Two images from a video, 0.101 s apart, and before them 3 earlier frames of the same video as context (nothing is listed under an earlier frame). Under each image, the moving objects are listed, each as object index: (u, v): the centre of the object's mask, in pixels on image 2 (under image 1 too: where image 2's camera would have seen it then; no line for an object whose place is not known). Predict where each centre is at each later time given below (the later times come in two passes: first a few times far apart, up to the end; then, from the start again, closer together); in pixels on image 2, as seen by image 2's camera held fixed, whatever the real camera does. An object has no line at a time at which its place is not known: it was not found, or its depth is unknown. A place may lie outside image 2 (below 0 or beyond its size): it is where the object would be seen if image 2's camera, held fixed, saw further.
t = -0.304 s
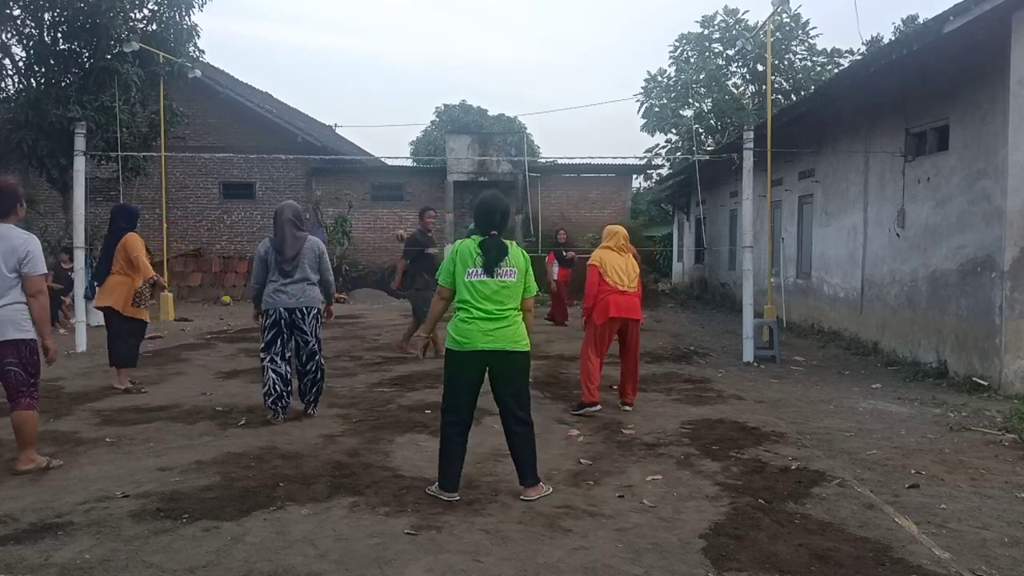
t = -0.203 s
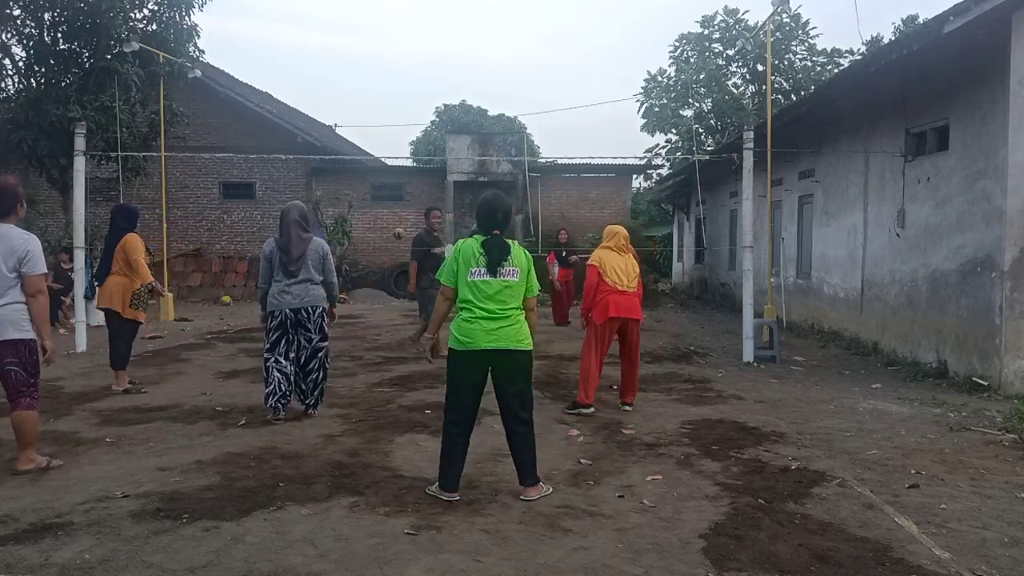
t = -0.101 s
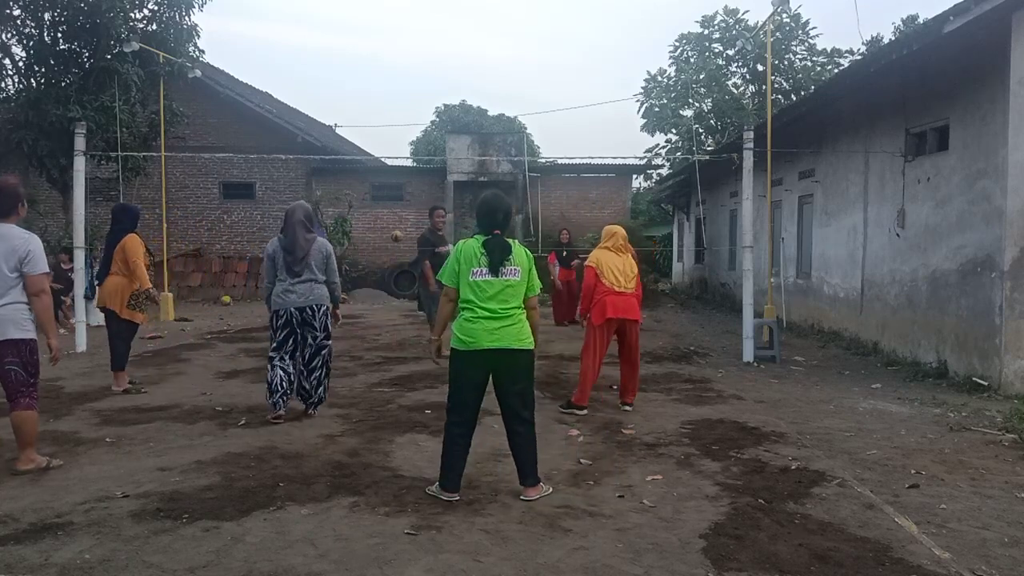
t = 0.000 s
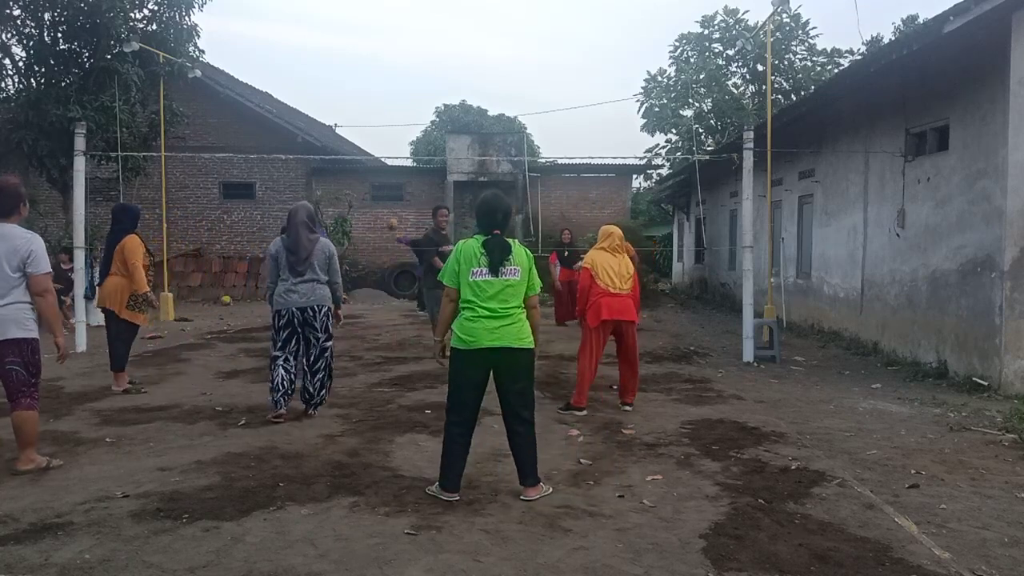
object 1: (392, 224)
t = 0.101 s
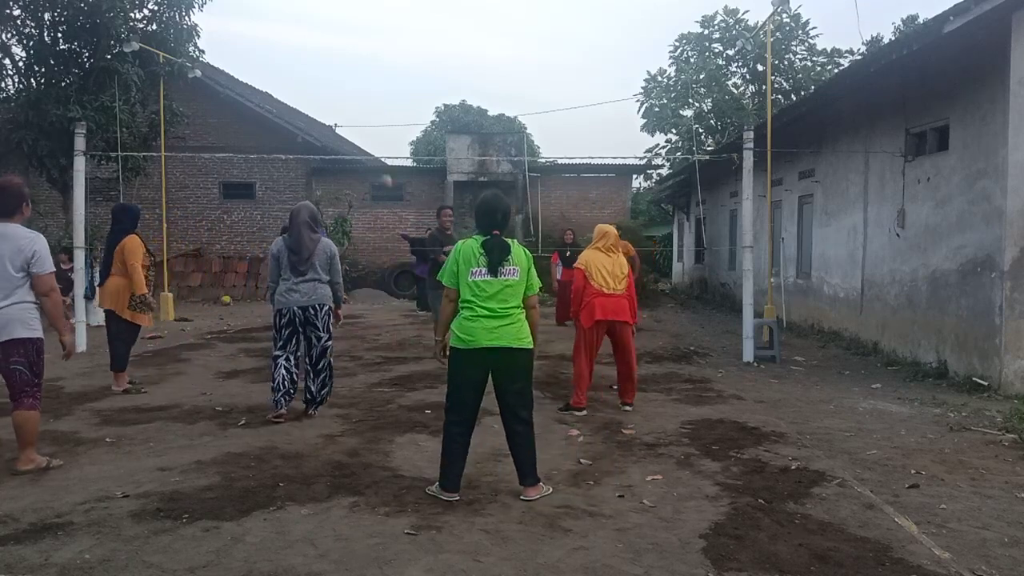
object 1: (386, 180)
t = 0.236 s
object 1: (376, 128)
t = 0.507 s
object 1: (360, 43)
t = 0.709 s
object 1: (346, 5)
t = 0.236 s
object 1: (376, 128)
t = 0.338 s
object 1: (370, 92)
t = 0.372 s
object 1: (368, 81)
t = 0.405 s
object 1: (366, 71)
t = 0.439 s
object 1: (364, 61)
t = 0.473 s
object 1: (362, 52)
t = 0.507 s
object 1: (360, 43)
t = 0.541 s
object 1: (358, 35)
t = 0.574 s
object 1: (356, 27)
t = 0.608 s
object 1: (353, 20)
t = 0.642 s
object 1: (351, 13)
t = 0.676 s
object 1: (349, 8)
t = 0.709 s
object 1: (346, 5)
